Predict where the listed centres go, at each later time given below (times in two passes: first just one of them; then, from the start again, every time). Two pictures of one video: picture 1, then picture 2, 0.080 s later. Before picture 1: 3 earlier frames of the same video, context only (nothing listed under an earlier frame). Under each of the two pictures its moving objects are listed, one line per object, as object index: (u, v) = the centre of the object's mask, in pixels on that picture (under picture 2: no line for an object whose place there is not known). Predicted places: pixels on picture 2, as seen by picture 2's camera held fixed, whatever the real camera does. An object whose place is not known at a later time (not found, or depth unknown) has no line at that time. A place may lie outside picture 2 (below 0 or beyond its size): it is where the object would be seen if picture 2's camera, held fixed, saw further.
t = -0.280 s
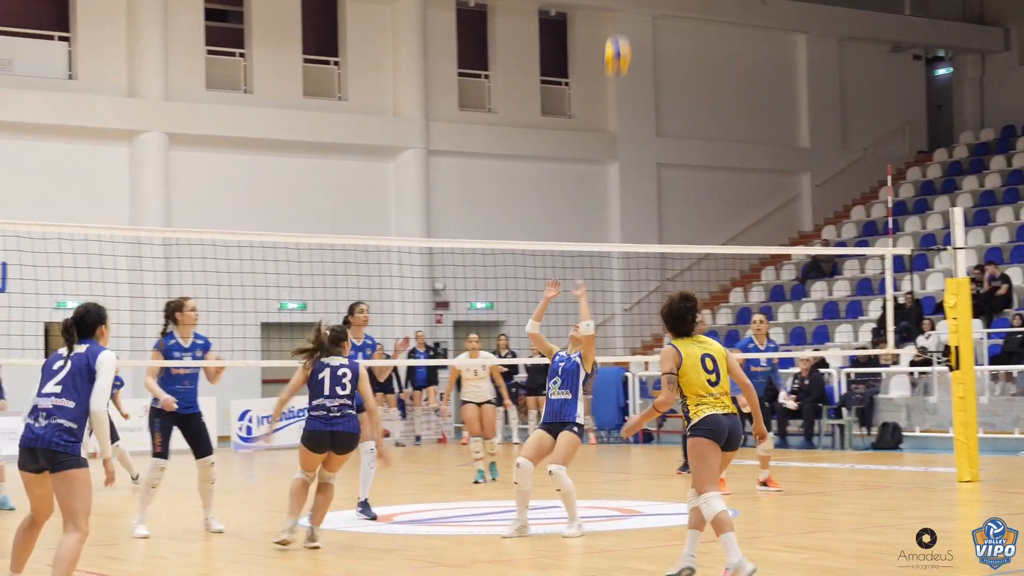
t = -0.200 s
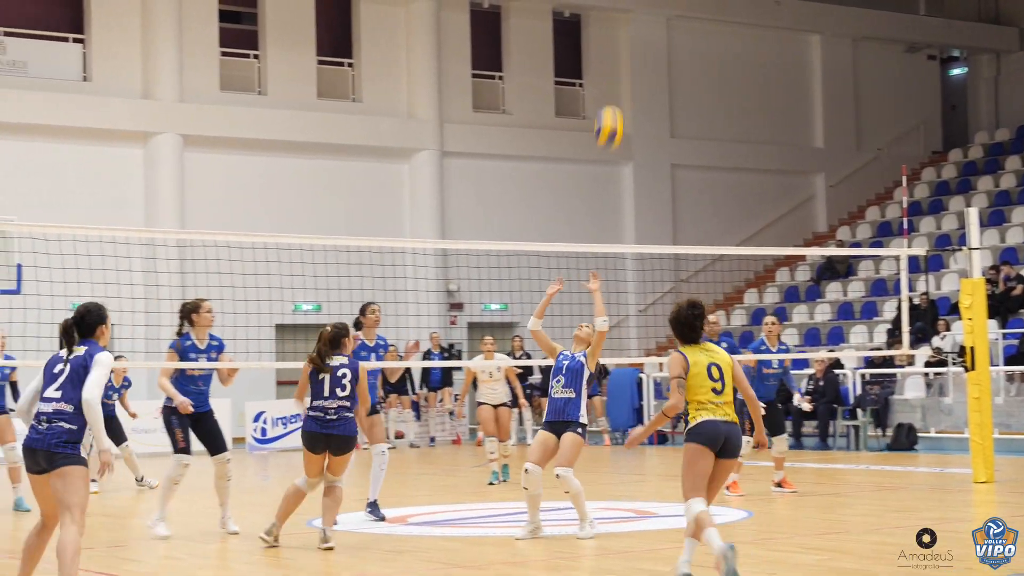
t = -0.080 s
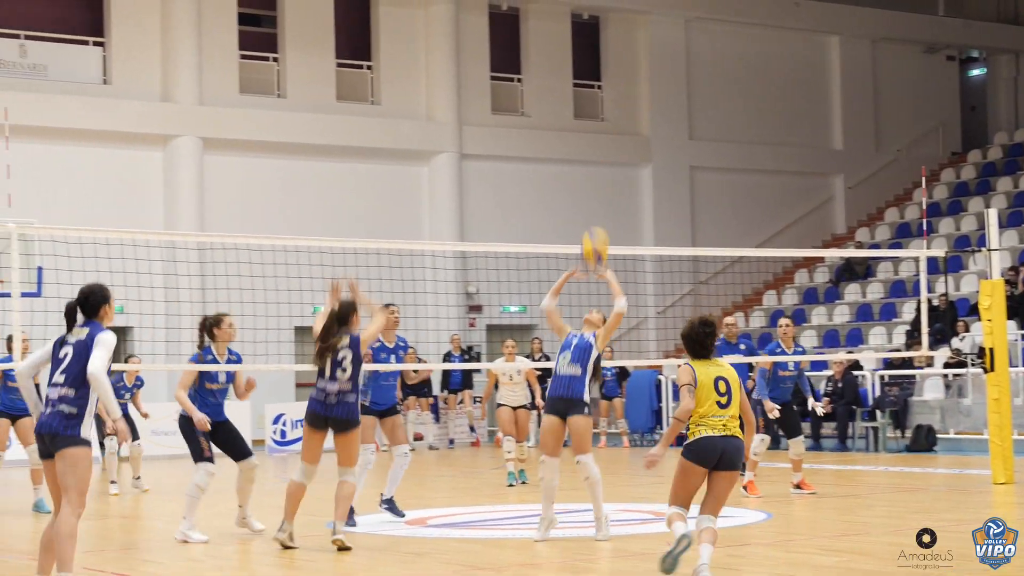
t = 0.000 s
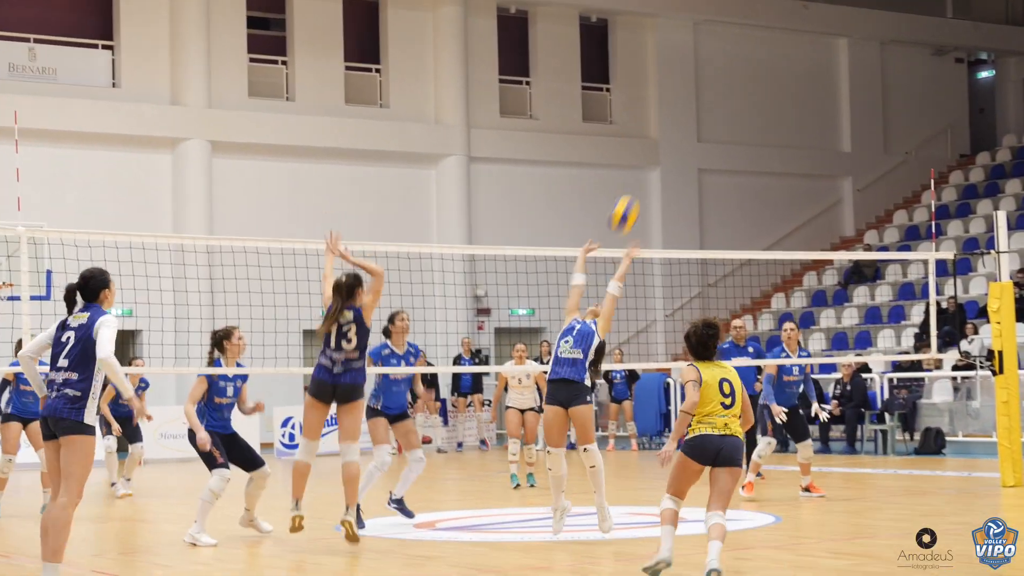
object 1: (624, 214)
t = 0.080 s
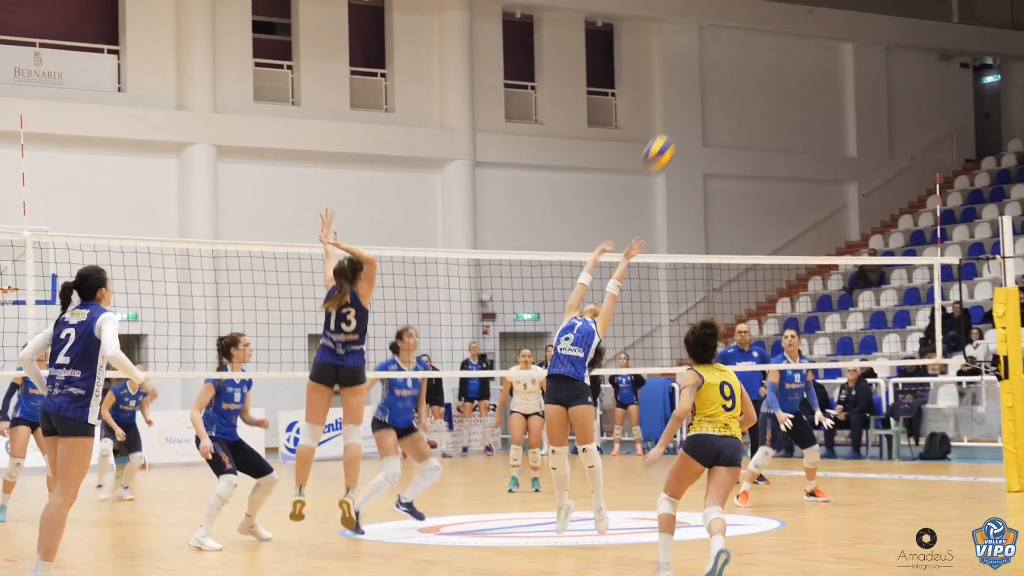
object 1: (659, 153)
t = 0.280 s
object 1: (728, 32)
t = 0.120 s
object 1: (673, 121)
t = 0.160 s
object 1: (687, 94)
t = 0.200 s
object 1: (700, 73)
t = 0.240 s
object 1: (713, 53)
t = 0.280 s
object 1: (728, 32)
